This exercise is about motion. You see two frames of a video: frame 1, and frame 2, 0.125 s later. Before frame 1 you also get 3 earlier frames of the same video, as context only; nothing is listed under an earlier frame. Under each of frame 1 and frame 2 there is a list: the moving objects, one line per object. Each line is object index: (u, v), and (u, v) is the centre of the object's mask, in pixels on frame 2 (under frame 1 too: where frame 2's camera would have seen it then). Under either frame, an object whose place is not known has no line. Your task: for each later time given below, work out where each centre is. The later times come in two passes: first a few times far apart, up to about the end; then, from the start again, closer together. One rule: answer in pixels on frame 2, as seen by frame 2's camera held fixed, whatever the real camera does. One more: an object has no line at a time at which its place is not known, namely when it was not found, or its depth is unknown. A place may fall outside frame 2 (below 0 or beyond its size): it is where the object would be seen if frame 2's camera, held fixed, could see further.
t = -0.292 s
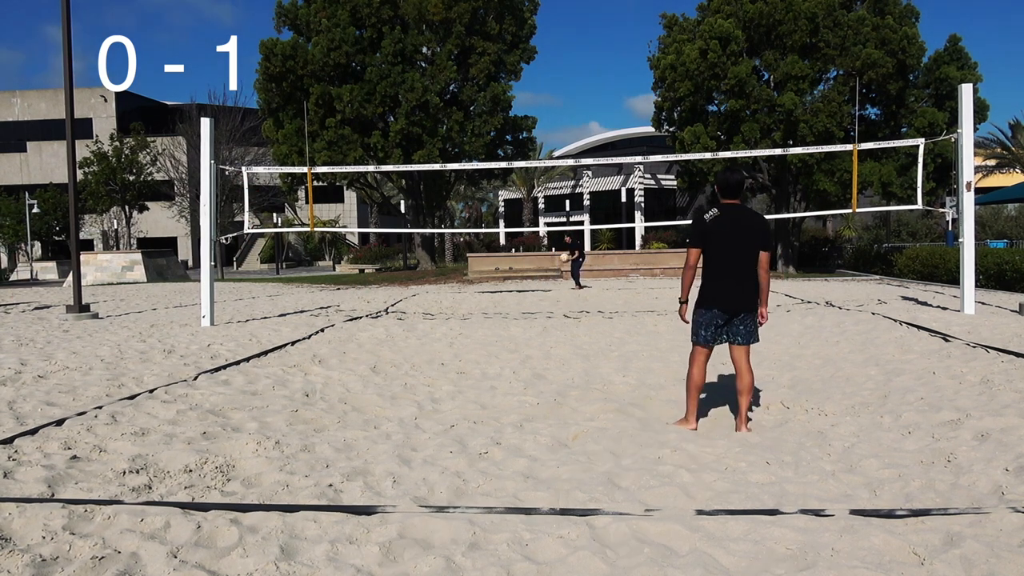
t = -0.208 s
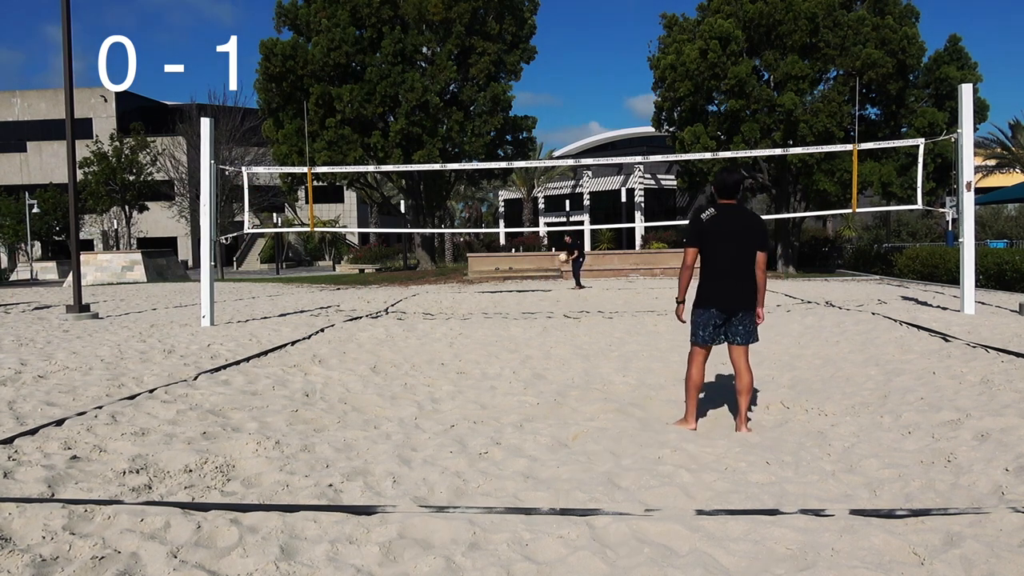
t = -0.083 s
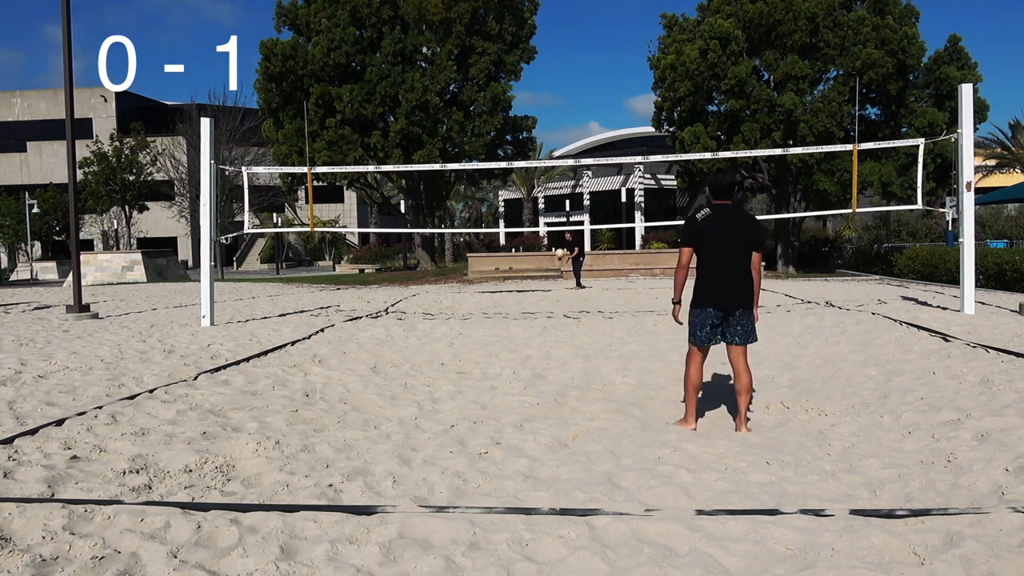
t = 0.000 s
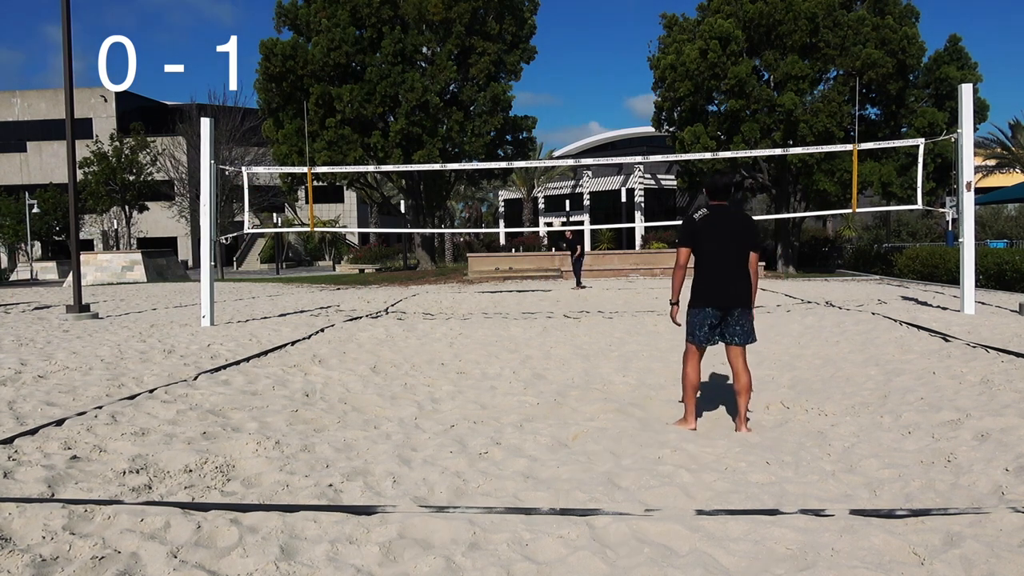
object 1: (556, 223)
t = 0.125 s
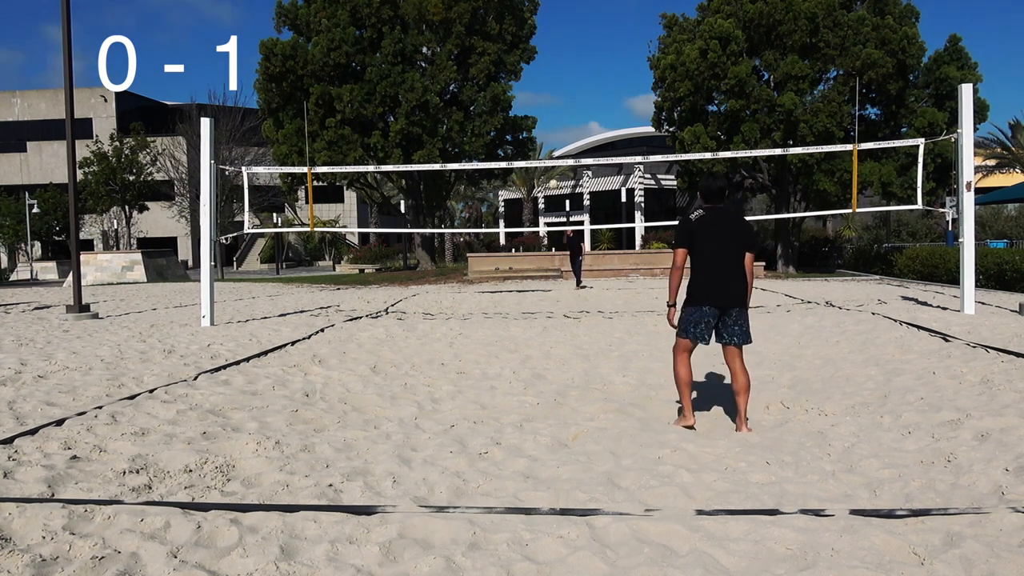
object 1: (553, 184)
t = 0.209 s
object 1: (550, 156)
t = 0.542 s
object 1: (538, 66)
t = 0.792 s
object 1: (530, 20)
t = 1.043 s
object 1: (522, 7)
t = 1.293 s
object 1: (512, 37)
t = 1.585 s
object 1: (494, 161)
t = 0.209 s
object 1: (550, 156)
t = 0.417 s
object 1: (542, 95)
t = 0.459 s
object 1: (541, 86)
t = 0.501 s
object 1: (539, 74)
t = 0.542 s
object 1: (538, 66)
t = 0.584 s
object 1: (536, 55)
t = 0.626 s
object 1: (535, 48)
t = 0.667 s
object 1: (534, 38)
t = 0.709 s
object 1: (533, 32)
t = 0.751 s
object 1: (531, 25)
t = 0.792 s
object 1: (530, 20)
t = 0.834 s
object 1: (528, 14)
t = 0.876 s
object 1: (527, 11)
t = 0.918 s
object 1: (526, 8)
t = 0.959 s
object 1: (524, 7)
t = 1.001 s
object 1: (523, 6)
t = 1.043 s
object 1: (522, 7)
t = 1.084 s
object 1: (520, 8)
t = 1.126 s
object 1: (519, 11)
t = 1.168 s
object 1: (517, 17)
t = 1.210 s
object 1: (515, 21)
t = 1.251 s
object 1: (513, 30)
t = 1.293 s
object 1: (512, 37)
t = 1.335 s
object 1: (509, 50)
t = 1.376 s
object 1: (507, 60)
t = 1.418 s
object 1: (504, 78)
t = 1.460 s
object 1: (503, 91)
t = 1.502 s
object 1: (500, 114)
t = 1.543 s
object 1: (497, 131)
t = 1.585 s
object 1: (494, 161)
